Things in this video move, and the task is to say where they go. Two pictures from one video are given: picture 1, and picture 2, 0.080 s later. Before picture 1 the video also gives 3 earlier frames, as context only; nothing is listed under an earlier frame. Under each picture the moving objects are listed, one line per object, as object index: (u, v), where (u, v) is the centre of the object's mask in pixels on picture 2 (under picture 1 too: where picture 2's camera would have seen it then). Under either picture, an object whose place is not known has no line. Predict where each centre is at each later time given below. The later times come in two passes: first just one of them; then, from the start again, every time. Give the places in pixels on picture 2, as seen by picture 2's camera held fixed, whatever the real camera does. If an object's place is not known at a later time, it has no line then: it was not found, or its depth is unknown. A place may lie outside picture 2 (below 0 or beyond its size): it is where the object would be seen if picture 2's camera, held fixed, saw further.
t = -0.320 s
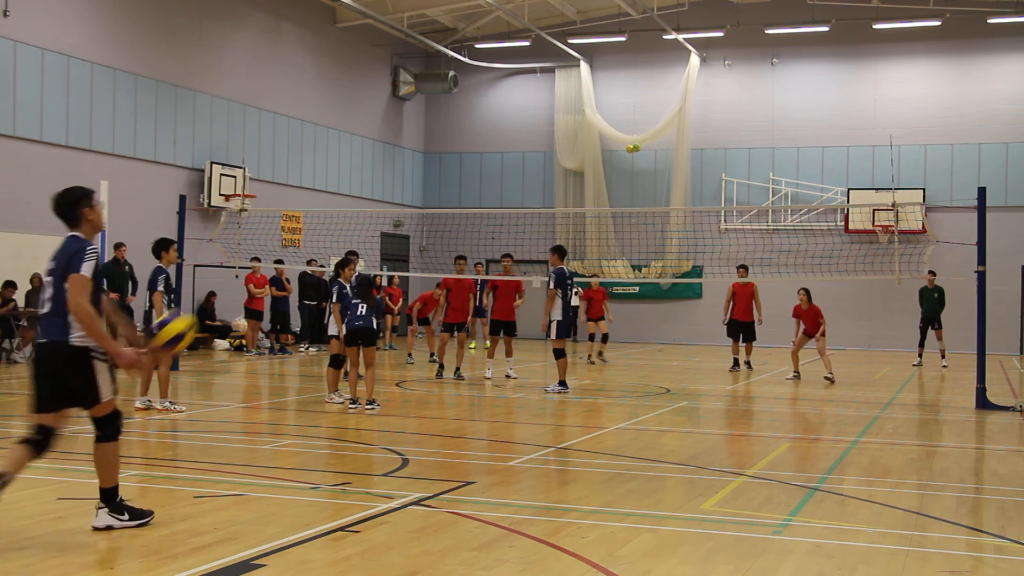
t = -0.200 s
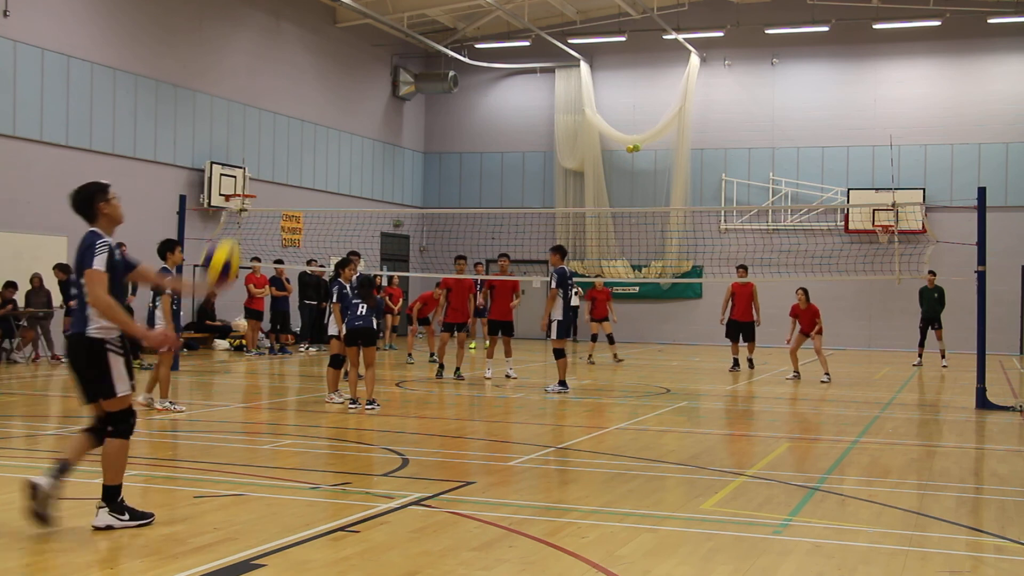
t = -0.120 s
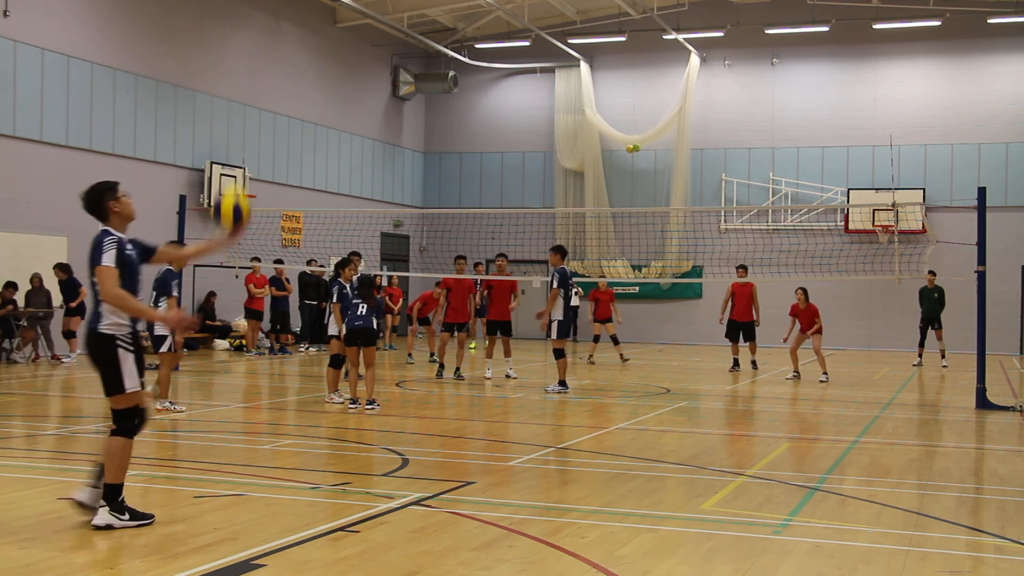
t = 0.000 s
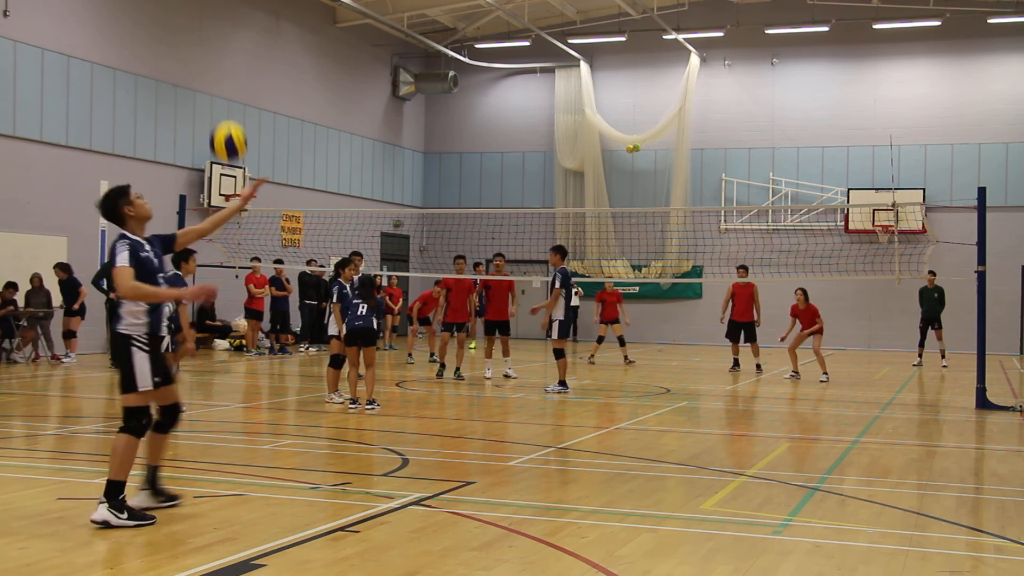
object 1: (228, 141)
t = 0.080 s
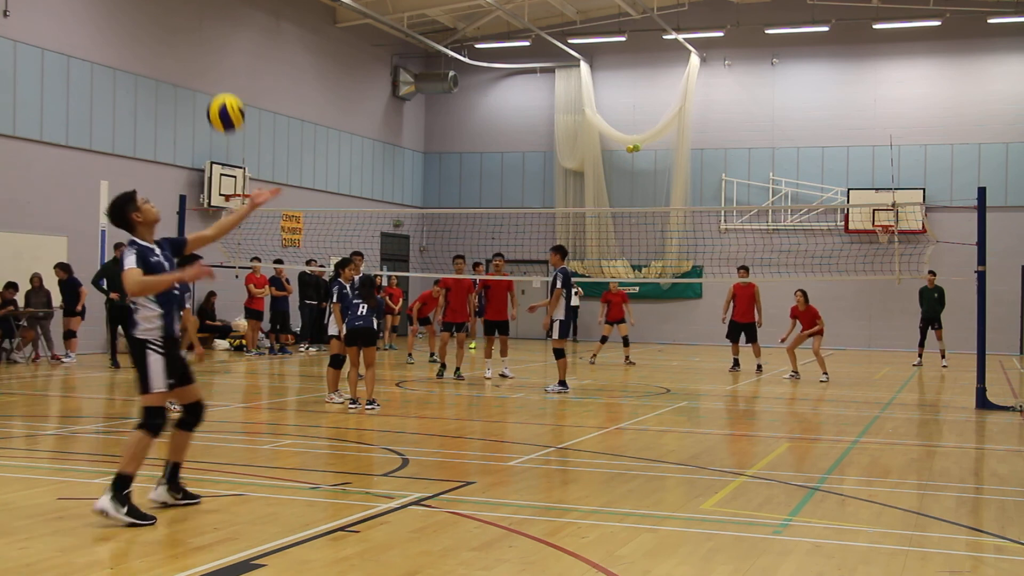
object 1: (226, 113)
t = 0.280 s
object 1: (219, 89)
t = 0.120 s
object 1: (224, 102)
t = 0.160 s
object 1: (223, 95)
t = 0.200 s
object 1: (222, 90)
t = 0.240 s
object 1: (221, 88)
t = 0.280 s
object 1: (219, 89)
